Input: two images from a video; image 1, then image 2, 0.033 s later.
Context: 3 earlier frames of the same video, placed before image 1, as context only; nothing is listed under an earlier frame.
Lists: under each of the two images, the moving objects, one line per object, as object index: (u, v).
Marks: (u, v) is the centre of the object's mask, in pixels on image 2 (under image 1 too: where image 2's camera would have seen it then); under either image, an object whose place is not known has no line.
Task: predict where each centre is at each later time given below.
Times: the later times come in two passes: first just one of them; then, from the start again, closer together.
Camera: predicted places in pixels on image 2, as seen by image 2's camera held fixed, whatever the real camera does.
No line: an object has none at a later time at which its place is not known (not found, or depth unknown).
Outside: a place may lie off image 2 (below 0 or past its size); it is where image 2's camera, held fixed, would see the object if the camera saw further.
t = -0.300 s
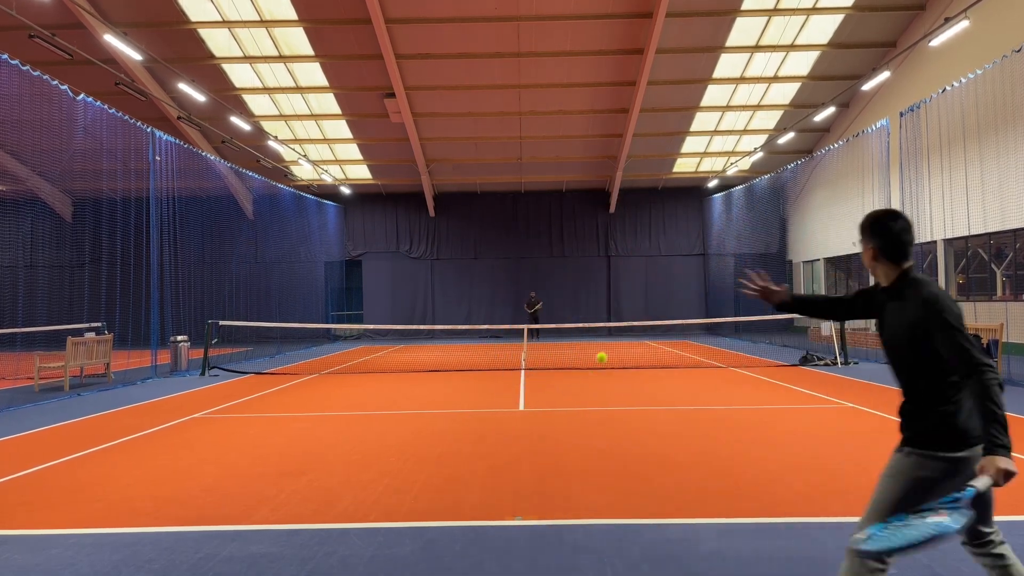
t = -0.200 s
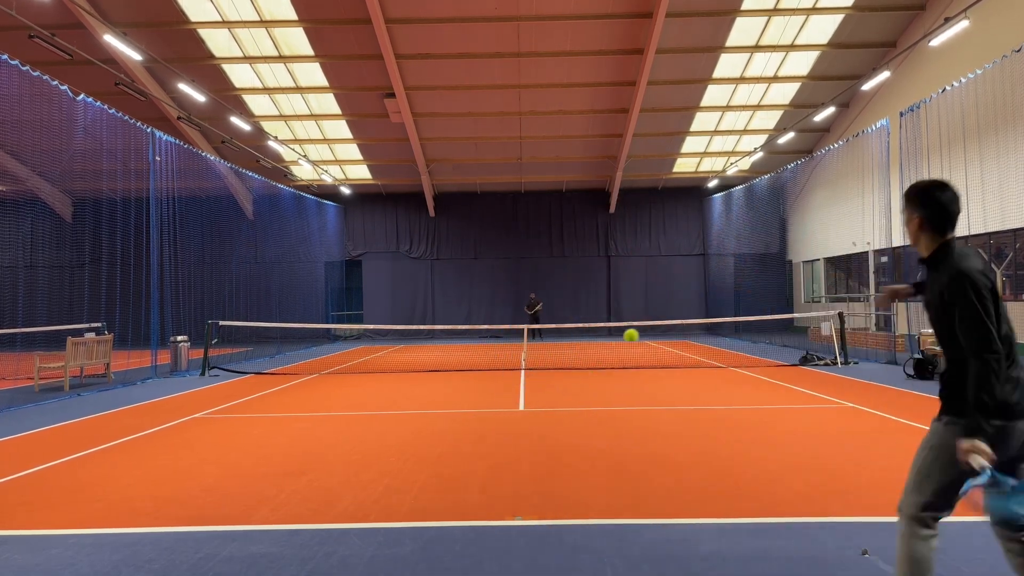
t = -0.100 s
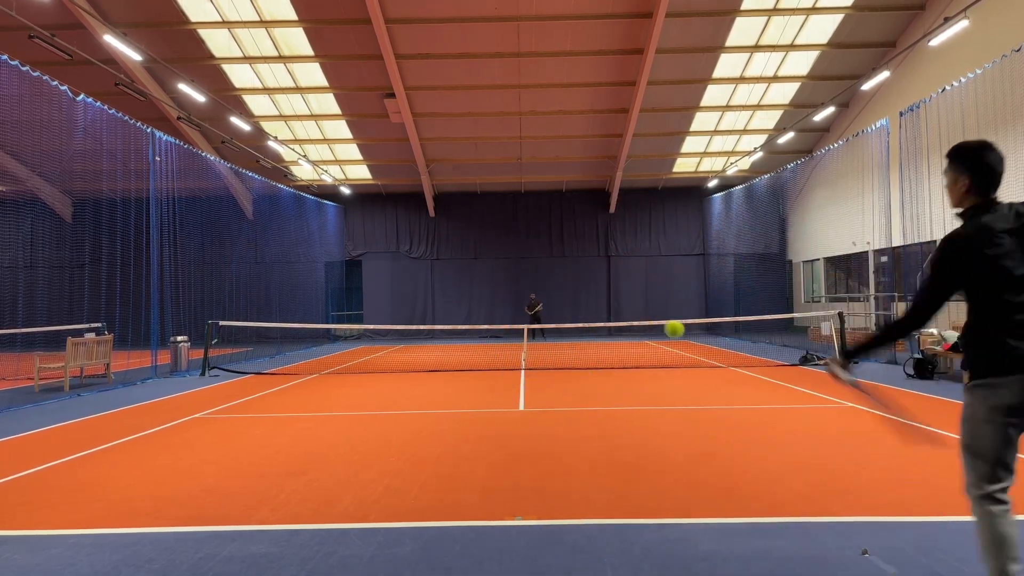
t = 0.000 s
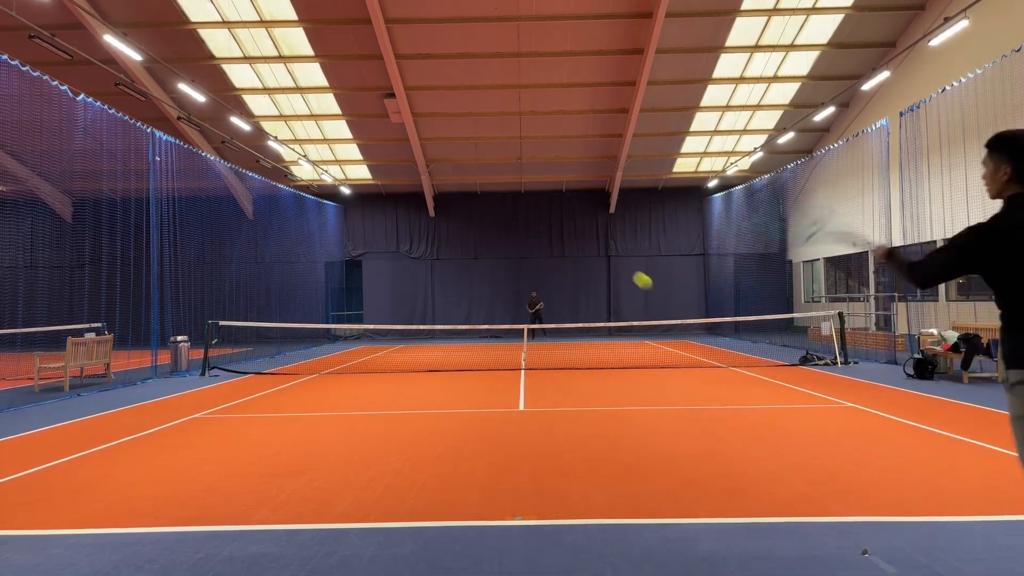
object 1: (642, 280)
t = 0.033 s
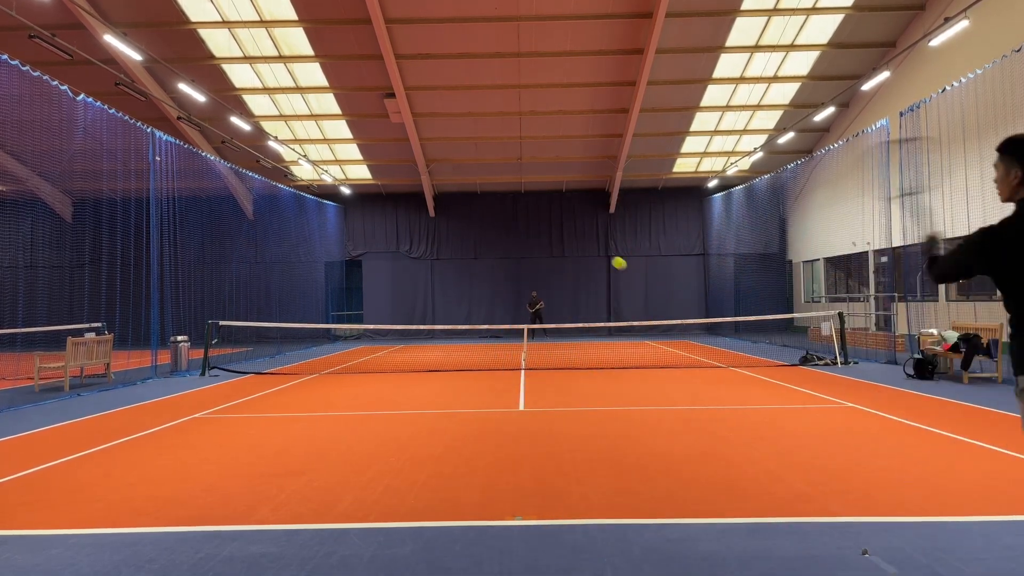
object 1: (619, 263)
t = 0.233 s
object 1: (561, 245)
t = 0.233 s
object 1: (561, 245)
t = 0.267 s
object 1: (557, 247)
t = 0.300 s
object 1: (553, 250)
